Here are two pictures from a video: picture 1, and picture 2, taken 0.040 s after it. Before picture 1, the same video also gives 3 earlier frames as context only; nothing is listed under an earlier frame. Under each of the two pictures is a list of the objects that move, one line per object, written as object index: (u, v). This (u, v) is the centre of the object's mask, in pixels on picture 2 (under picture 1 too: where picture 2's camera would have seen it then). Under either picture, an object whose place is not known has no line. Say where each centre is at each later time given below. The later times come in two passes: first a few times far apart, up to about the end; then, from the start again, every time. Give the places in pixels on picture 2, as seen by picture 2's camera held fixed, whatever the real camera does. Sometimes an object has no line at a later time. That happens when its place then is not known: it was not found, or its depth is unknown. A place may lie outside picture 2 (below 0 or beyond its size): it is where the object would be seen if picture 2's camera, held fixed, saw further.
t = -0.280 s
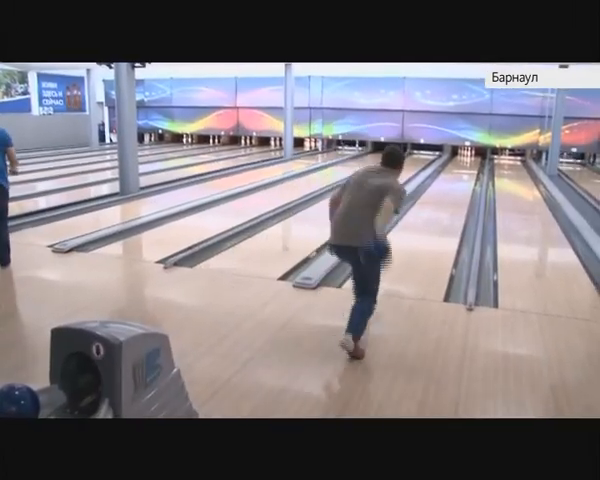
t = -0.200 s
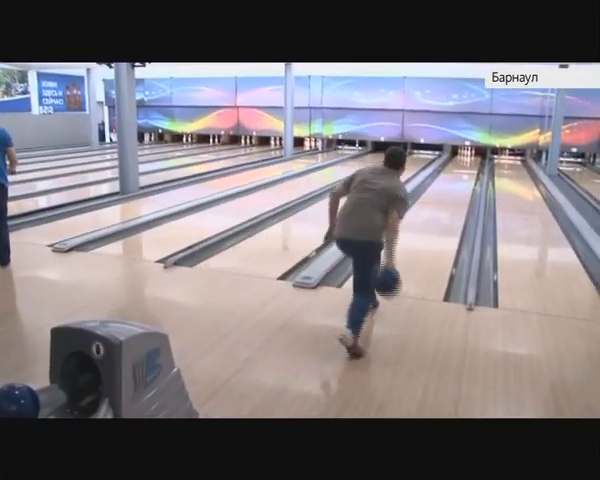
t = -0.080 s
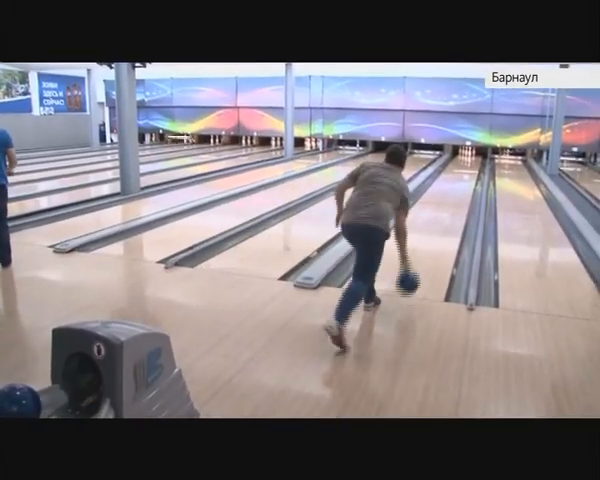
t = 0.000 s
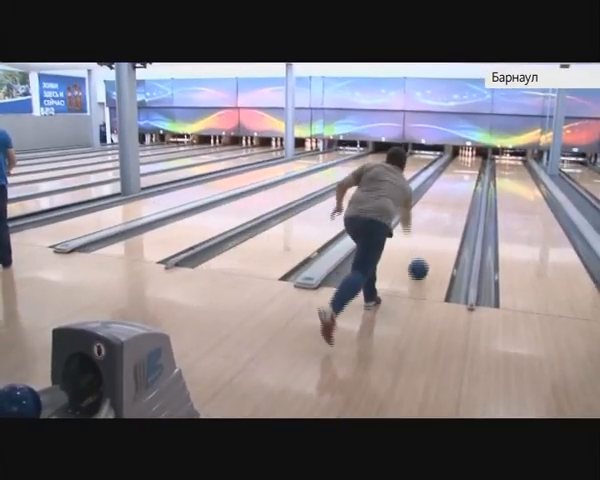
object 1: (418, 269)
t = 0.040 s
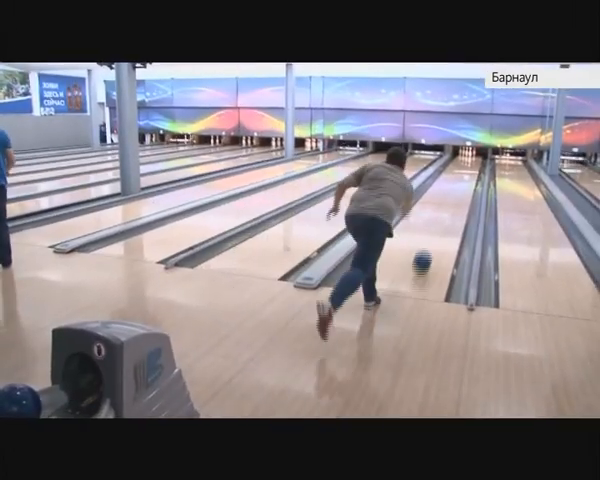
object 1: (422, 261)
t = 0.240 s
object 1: (437, 227)
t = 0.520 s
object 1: (449, 199)
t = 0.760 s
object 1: (455, 185)
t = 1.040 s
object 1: (459, 173)
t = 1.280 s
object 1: (462, 165)
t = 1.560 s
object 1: (465, 160)
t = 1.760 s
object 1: (466, 156)
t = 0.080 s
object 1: (426, 252)
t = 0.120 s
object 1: (429, 245)
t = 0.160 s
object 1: (432, 239)
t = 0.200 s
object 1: (435, 233)
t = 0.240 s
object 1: (437, 227)
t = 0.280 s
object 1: (439, 222)
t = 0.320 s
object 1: (441, 218)
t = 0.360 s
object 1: (443, 213)
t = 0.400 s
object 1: (445, 209)
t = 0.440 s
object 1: (446, 205)
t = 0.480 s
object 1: (448, 203)
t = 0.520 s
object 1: (449, 199)
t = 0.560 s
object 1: (450, 197)
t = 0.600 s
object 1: (451, 194)
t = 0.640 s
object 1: (452, 191)
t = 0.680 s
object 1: (453, 189)
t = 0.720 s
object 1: (454, 187)
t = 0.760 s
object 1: (455, 185)
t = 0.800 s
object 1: (456, 183)
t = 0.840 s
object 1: (456, 181)
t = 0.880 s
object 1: (457, 179)
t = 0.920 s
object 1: (458, 177)
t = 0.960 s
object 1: (458, 176)
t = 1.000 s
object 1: (459, 174)
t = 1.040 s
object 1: (459, 173)
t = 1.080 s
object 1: (460, 172)
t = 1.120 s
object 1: (461, 170)
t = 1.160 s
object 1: (461, 169)
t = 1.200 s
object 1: (462, 168)
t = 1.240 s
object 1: (462, 167)
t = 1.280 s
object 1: (462, 165)
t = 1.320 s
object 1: (463, 164)
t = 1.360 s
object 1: (463, 163)
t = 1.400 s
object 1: (464, 163)
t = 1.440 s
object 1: (464, 162)
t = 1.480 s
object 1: (464, 162)
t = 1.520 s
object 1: (465, 160)
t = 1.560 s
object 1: (465, 160)
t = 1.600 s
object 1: (465, 159)
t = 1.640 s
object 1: (466, 158)
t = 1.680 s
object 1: (466, 158)
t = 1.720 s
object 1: (465, 157)
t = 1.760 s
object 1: (466, 156)
